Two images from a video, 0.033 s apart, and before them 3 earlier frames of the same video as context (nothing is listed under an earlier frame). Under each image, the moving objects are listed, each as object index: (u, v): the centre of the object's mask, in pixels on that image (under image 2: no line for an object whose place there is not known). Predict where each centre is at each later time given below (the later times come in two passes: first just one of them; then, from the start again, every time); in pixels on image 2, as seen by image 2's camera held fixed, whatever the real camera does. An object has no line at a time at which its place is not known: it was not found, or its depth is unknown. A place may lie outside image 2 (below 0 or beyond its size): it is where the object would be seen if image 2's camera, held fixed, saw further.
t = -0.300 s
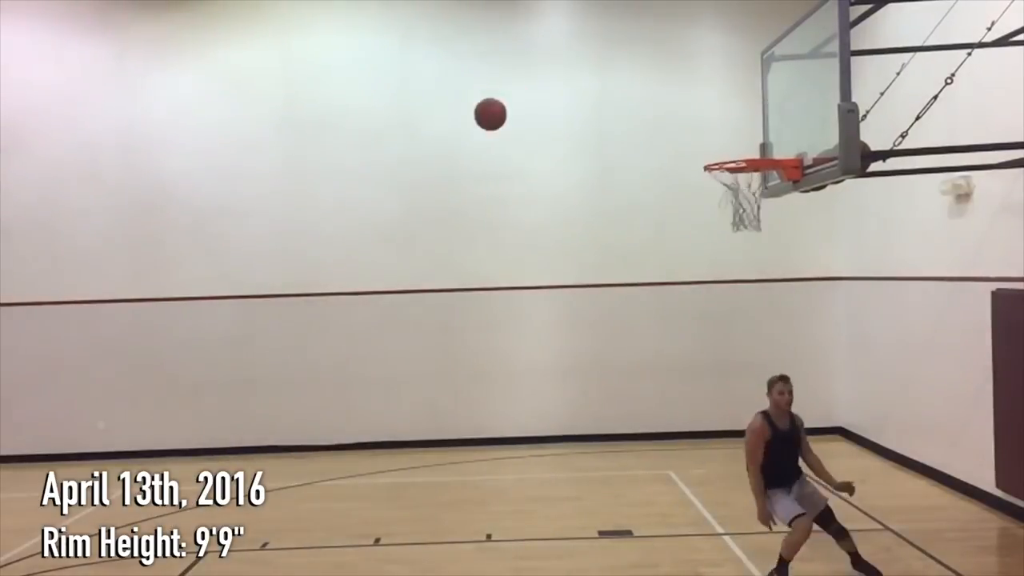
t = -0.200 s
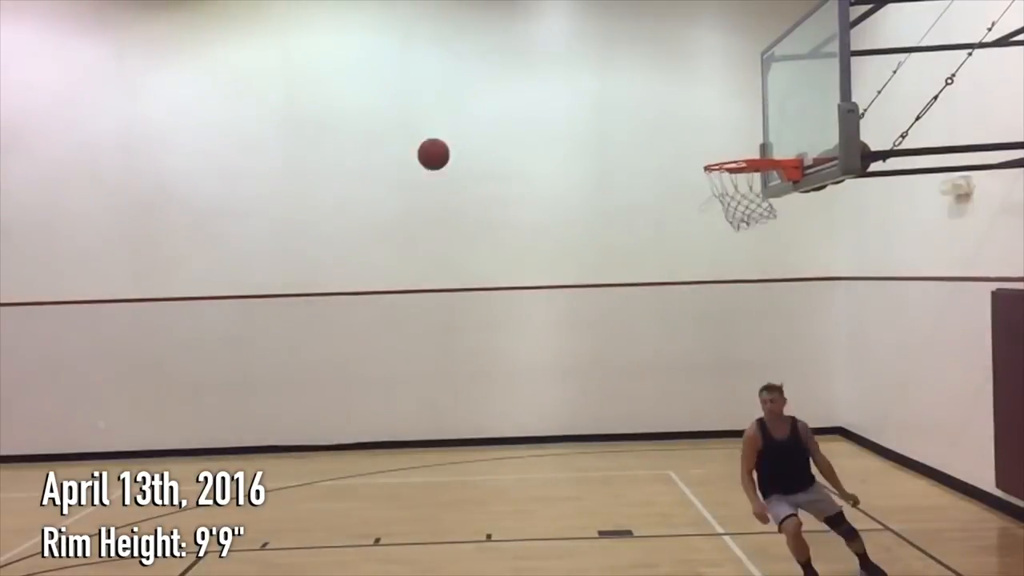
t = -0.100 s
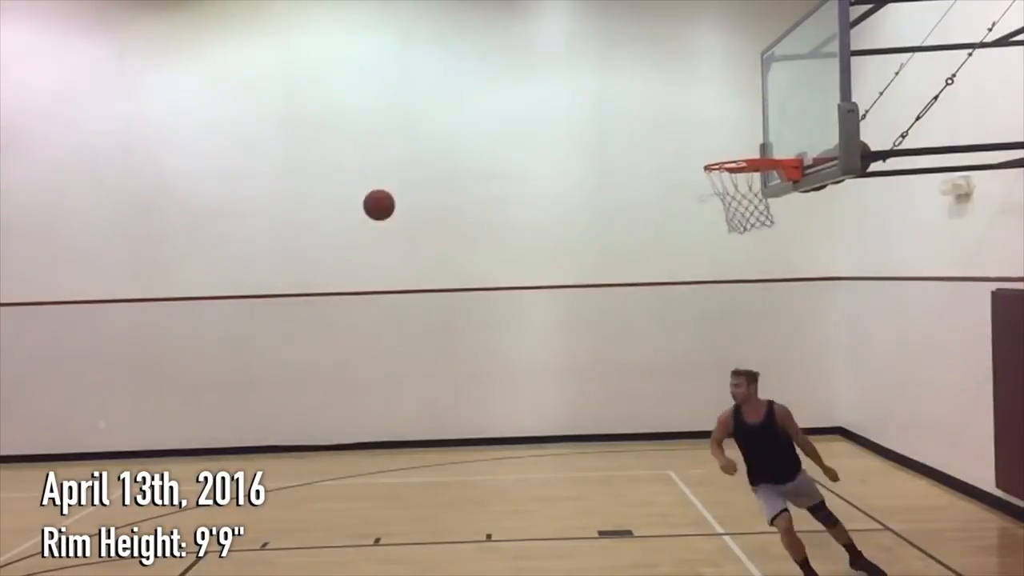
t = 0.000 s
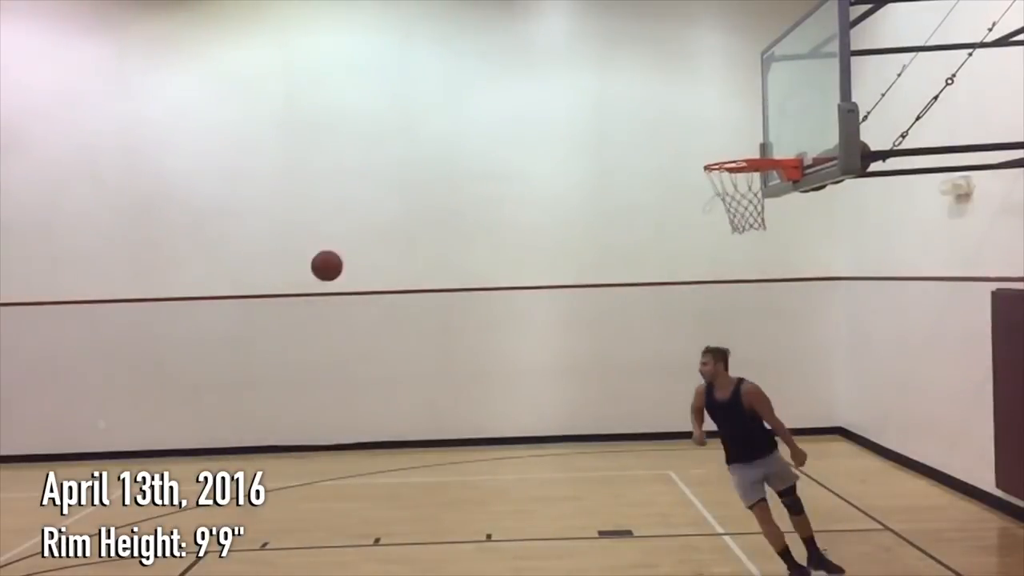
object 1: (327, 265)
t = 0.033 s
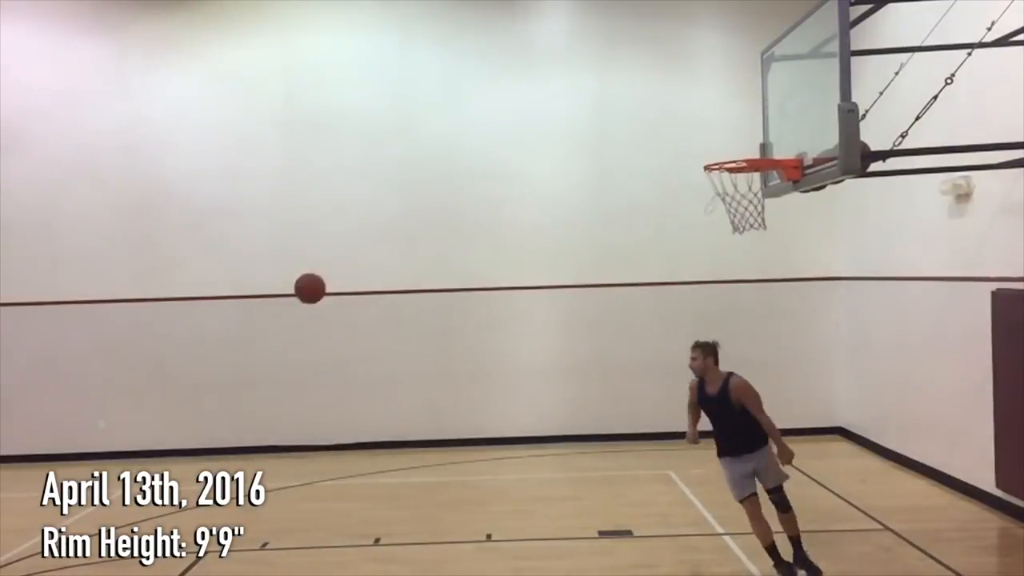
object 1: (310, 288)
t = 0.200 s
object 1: (228, 417)
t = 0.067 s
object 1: (293, 312)
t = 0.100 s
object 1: (277, 336)
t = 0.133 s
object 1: (260, 362)
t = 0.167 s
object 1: (244, 389)
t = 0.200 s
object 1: (228, 417)
